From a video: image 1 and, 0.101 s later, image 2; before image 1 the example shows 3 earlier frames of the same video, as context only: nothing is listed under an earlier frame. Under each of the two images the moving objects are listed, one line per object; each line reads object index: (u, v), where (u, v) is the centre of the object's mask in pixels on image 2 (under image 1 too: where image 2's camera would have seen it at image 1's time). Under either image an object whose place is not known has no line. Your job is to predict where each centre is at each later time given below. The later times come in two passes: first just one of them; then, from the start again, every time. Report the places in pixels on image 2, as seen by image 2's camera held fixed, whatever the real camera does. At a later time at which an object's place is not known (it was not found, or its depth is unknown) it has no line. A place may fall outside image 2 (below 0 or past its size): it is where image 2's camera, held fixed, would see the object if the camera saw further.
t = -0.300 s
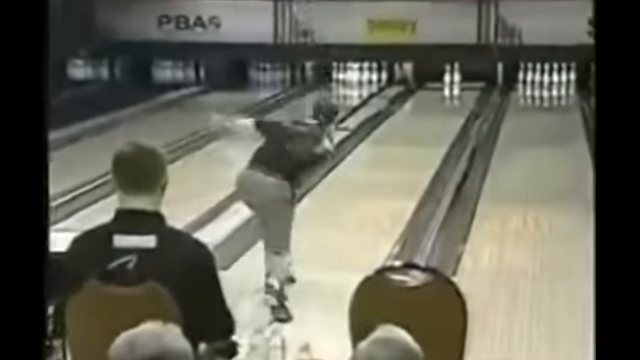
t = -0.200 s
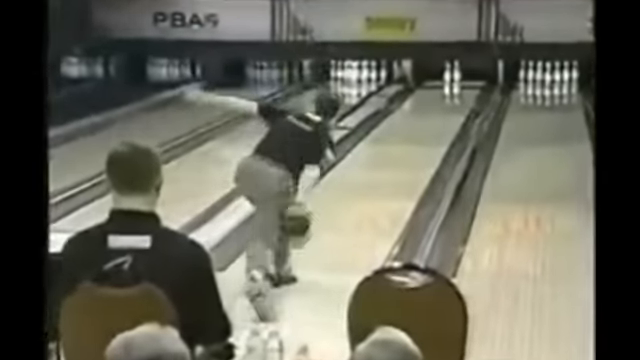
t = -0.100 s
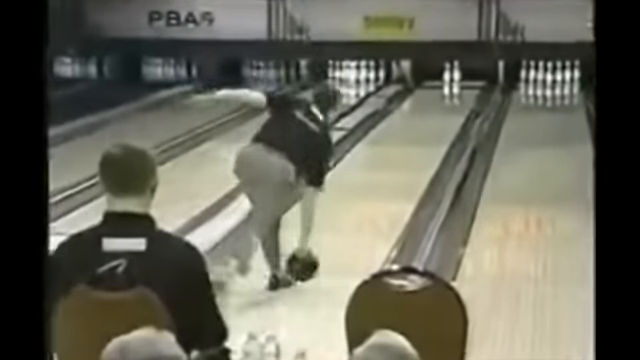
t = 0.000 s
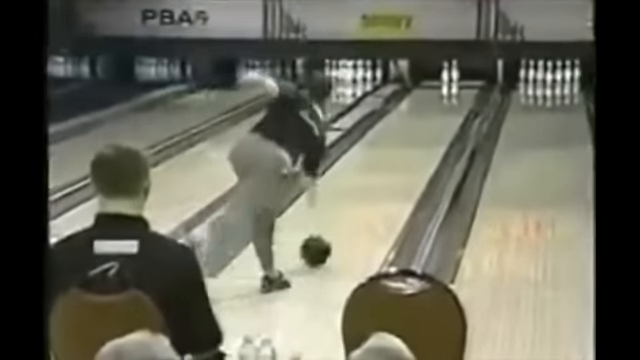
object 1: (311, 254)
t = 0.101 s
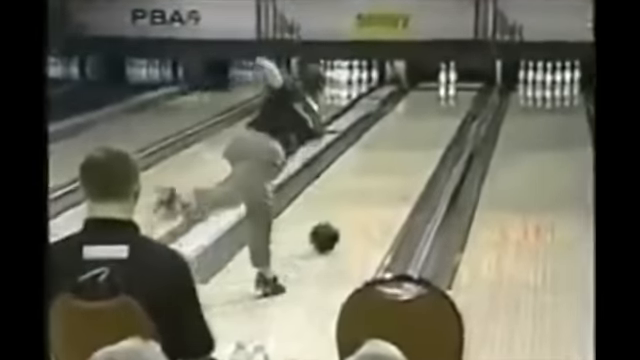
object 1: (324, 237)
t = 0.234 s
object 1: (338, 214)
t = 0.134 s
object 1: (329, 230)
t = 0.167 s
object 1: (332, 224)
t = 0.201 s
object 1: (335, 220)
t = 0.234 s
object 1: (338, 214)
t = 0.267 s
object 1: (341, 207)
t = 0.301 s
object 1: (343, 203)
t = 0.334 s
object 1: (345, 200)
